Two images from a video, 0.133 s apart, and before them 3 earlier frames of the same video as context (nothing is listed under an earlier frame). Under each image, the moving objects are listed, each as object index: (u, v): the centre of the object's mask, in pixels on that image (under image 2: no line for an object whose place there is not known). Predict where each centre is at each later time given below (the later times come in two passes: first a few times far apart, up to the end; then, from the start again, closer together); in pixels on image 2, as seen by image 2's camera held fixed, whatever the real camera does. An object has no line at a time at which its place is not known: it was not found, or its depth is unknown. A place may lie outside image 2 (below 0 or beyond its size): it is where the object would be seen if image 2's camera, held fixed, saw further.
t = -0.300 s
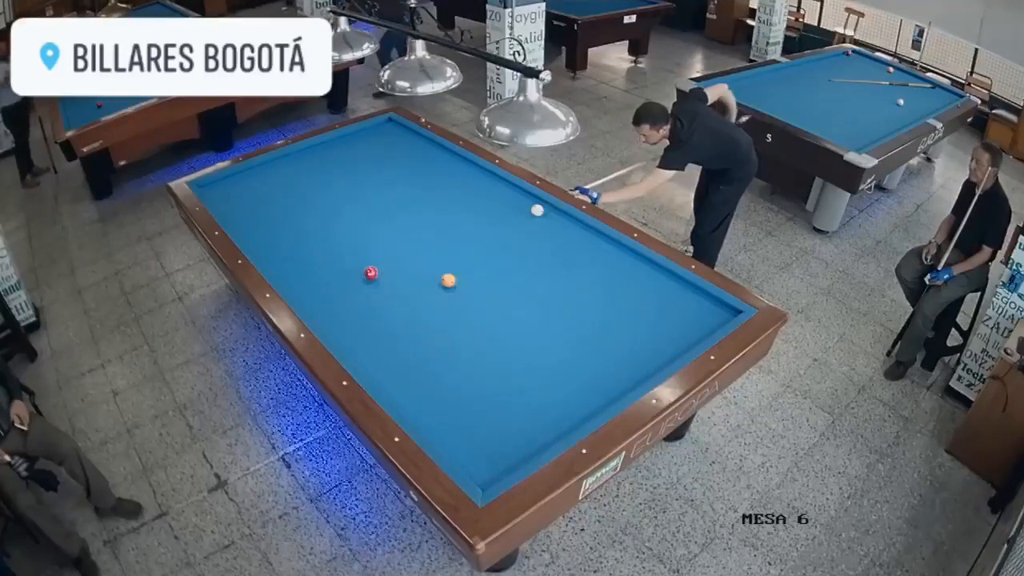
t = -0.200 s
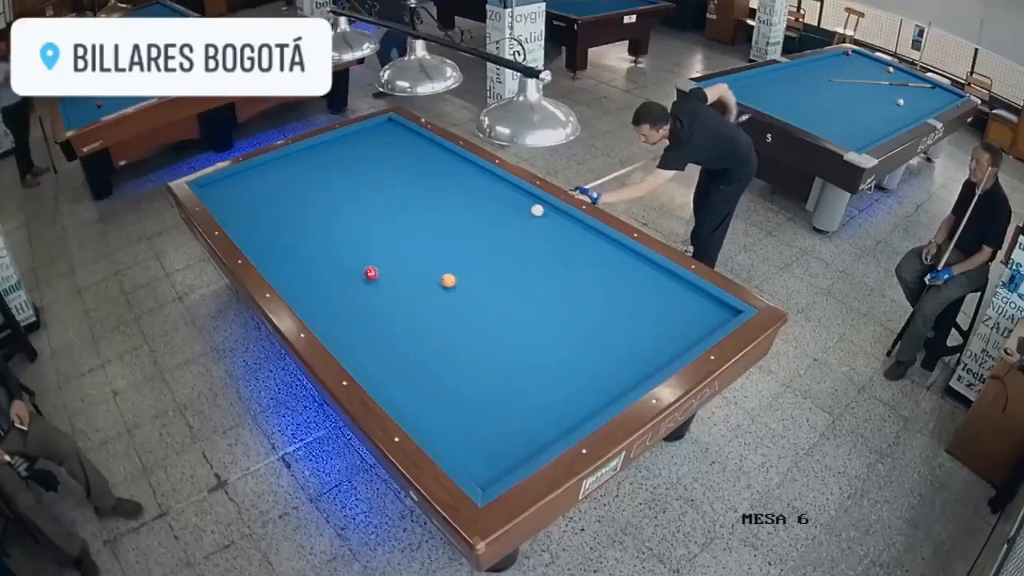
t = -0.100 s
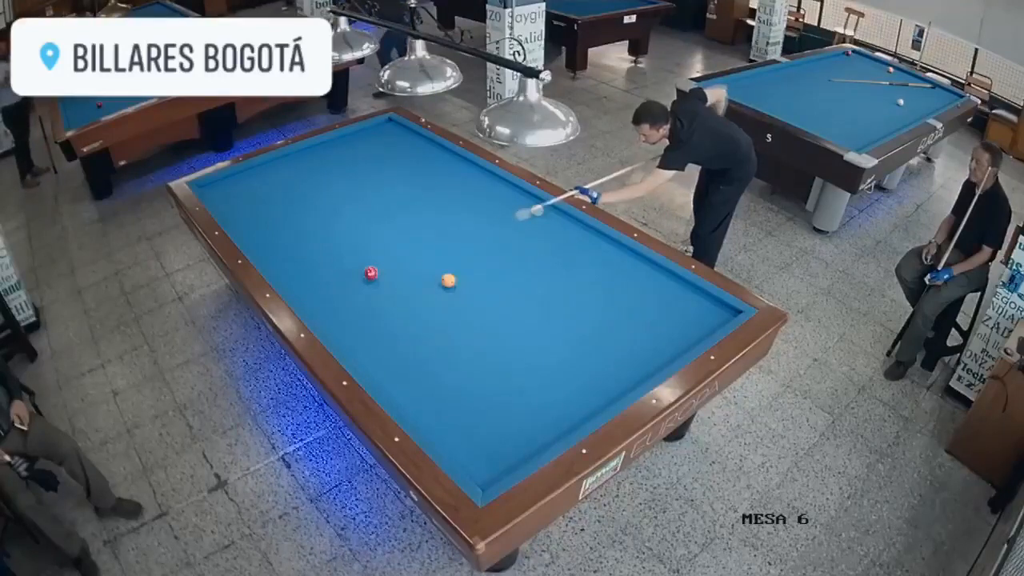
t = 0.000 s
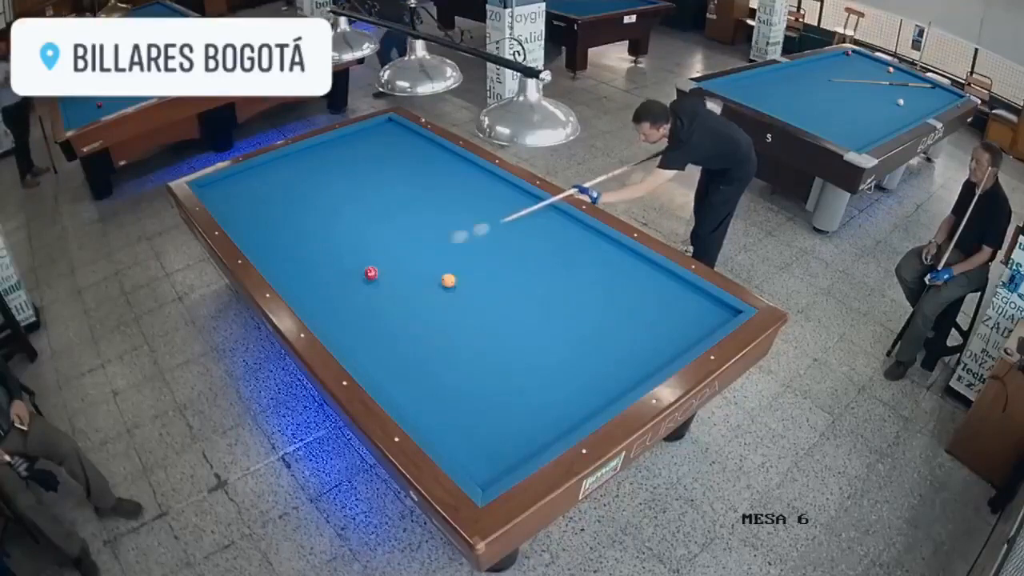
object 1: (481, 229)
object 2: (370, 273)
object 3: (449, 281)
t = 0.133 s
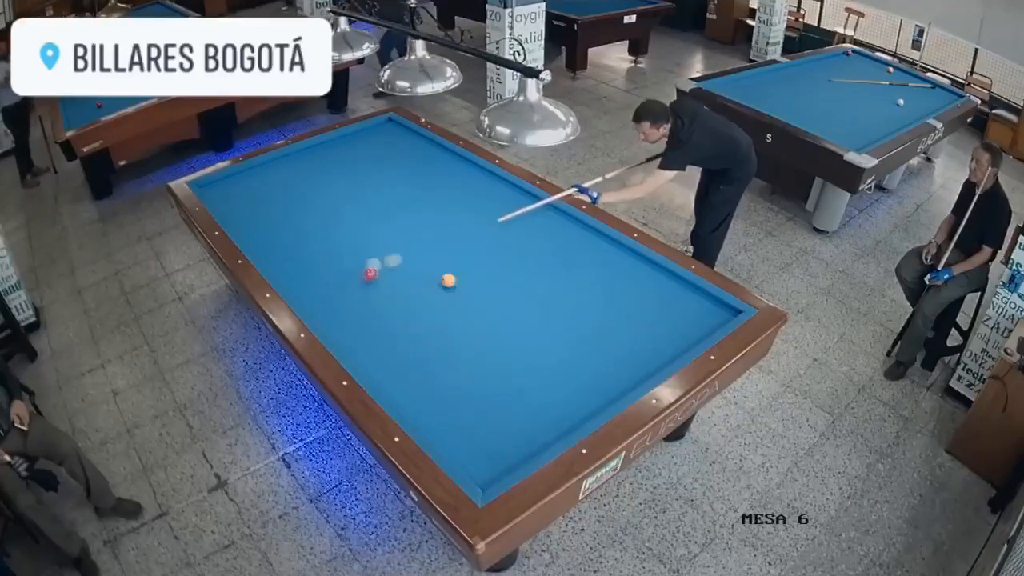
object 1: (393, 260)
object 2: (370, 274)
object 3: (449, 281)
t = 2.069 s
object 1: (461, 162)
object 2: (622, 332)
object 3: (449, 281)
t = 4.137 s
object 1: (506, 404)
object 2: (482, 446)
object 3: (449, 281)
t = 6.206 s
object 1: (450, 322)
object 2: (534, 361)
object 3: (449, 281)
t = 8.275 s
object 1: (450, 276)
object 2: (562, 321)
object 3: (442, 237)
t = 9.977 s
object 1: (450, 275)
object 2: (570, 310)
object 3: (440, 208)
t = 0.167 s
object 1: (375, 264)
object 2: (362, 283)
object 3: (449, 281)
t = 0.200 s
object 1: (361, 262)
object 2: (353, 293)
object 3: (449, 281)
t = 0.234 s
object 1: (349, 260)
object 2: (343, 305)
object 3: (449, 281)
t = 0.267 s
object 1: (337, 258)
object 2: (333, 315)
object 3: (449, 281)
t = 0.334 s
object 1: (313, 255)
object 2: (345, 321)
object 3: (449, 281)
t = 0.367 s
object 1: (301, 253)
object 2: (359, 319)
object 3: (449, 281)
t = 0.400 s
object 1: (289, 253)
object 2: (372, 317)
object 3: (449, 281)
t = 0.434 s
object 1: (277, 251)
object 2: (385, 315)
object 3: (449, 281)
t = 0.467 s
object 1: (264, 250)
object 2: (397, 313)
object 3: (449, 281)
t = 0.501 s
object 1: (260, 247)
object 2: (409, 311)
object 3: (449, 281)
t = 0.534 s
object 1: (263, 237)
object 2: (422, 309)
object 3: (449, 281)
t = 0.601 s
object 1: (266, 228)
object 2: (443, 307)
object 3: (449, 281)
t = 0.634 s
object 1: (267, 219)
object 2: (453, 305)
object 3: (449, 281)
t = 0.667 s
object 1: (268, 214)
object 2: (464, 303)
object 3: (449, 281)
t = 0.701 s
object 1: (268, 209)
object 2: (474, 302)
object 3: (449, 281)
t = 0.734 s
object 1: (269, 204)
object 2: (484, 301)
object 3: (449, 281)
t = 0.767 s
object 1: (269, 200)
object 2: (494, 299)
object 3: (449, 281)
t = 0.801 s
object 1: (270, 195)
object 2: (505, 297)
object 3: (449, 281)
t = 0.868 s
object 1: (271, 186)
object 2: (524, 294)
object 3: (449, 281)
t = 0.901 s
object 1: (271, 182)
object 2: (535, 292)
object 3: (449, 281)
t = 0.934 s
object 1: (272, 178)
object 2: (545, 291)
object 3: (449, 281)
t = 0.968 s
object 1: (272, 174)
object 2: (554, 290)
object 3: (449, 281)
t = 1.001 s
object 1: (273, 169)
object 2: (564, 288)
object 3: (449, 281)
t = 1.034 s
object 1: (273, 166)
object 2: (573, 287)
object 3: (449, 281)
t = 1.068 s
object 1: (273, 162)
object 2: (583, 286)
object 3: (449, 281)
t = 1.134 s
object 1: (278, 157)
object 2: (601, 282)
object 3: (449, 281)
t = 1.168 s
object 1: (285, 157)
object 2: (610, 281)
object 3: (449, 281)
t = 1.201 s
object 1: (293, 158)
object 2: (620, 280)
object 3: (449, 281)
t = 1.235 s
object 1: (300, 158)
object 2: (628, 279)
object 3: (449, 281)
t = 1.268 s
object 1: (307, 158)
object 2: (637, 277)
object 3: (449, 281)
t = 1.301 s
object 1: (314, 158)
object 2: (647, 275)
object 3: (449, 281)
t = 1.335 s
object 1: (320, 158)
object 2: (656, 274)
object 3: (449, 281)
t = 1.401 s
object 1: (334, 158)
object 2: (662, 275)
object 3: (449, 281)
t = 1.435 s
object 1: (340, 158)
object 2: (659, 277)
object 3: (449, 281)
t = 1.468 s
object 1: (347, 158)
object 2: (657, 281)
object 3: (449, 281)
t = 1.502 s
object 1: (353, 158)
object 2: (654, 284)
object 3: (449, 281)
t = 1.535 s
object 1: (360, 158)
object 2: (651, 287)
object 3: (449, 281)
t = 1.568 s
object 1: (367, 158)
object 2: (650, 290)
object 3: (449, 281)
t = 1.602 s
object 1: (373, 158)
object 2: (648, 292)
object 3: (449, 281)
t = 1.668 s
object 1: (387, 158)
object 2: (644, 298)
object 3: (449, 281)
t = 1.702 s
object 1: (394, 158)
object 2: (642, 300)
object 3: (449, 281)
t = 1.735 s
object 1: (400, 158)
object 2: (640, 303)
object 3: (449, 281)
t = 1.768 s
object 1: (407, 158)
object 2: (638, 306)
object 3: (449, 281)
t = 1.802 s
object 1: (414, 158)
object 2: (637, 309)
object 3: (449, 281)
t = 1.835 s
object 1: (421, 158)
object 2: (635, 311)
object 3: (449, 281)
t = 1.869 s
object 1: (428, 158)
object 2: (633, 315)
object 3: (449, 281)
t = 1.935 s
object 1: (442, 159)
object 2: (629, 320)
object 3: (449, 281)
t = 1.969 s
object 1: (449, 159)
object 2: (628, 323)
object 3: (449, 281)
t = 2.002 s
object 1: (455, 159)
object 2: (626, 326)
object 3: (449, 281)
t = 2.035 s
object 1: (460, 160)
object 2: (624, 329)
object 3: (449, 281)
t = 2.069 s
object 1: (461, 162)
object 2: (622, 332)
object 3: (449, 281)
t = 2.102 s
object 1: (461, 165)
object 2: (620, 335)
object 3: (449, 281)
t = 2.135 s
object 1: (461, 167)
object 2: (618, 338)
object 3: (449, 281)
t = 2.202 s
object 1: (462, 173)
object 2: (614, 344)
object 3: (449, 281)
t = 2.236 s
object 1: (462, 175)
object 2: (612, 348)
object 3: (449, 281)
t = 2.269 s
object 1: (463, 177)
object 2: (611, 351)
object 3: (449, 281)
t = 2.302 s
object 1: (463, 180)
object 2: (608, 354)
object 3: (449, 281)
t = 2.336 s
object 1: (464, 183)
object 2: (606, 357)
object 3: (449, 281)
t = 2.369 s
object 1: (464, 186)
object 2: (604, 360)
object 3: (449, 281)
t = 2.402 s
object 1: (465, 188)
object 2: (602, 364)
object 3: (449, 281)
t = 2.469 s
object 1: (466, 194)
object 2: (598, 370)
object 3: (449, 281)
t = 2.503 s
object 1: (466, 197)
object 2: (596, 374)
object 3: (449, 281)
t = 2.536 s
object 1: (467, 200)
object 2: (594, 377)
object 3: (449, 281)
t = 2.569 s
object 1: (467, 203)
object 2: (592, 380)
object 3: (449, 281)
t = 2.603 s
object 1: (468, 206)
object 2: (589, 384)
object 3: (449, 281)
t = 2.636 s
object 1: (469, 209)
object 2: (587, 388)
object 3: (449, 281)
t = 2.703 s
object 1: (469, 215)
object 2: (583, 394)
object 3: (449, 281)
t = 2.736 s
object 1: (470, 218)
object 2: (580, 398)
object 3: (449, 281)
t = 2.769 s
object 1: (471, 221)
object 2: (579, 402)
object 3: (449, 281)
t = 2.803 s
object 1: (471, 225)
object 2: (576, 405)
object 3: (449, 281)
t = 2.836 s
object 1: (472, 228)
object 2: (573, 409)
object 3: (449, 281)
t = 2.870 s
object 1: (472, 231)
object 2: (571, 413)
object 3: (449, 281)
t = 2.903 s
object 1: (473, 235)
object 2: (569, 417)
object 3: (449, 281)
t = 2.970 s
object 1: (474, 242)
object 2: (564, 424)
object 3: (449, 281)
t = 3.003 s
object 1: (475, 245)
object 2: (561, 428)
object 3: (449, 281)
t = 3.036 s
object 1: (476, 249)
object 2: (559, 431)
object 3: (449, 281)
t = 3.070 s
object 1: (476, 253)
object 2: (555, 434)
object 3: (449, 281)
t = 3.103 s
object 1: (477, 256)
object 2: (552, 436)
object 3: (449, 281)
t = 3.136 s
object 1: (478, 260)
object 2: (548, 438)
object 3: (449, 281)
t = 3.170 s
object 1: (478, 264)
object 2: (544, 440)
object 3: (449, 281)
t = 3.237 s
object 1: (480, 272)
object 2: (536, 443)
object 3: (449, 281)
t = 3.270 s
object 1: (481, 276)
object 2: (533, 445)
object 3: (449, 281)
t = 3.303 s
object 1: (481, 280)
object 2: (528, 447)
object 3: (449, 281)
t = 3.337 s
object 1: (482, 284)
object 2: (524, 448)
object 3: (449, 281)
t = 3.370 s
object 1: (483, 288)
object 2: (520, 450)
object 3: (449, 281)
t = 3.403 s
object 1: (484, 292)
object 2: (515, 451)
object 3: (449, 281)
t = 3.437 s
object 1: (485, 297)
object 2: (511, 453)
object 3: (449, 281)
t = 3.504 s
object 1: (486, 306)
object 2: (503, 456)
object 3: (449, 281)
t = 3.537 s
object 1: (487, 310)
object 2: (499, 457)
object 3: (449, 281)
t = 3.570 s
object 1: (488, 315)
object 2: (495, 458)
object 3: (449, 281)
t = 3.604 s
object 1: (489, 320)
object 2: (491, 460)
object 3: (449, 281)
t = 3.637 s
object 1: (490, 324)
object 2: (486, 461)
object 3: (449, 281)
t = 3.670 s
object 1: (491, 329)
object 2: (482, 463)
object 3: (449, 281)
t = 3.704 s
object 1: (492, 334)
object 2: (478, 464)
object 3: (449, 281)
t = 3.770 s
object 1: (494, 344)
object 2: (471, 467)
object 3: (449, 281)
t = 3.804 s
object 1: (495, 349)
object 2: (471, 466)
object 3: (449, 281)
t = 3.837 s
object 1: (496, 354)
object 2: (472, 464)
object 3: (449, 281)
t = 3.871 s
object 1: (497, 359)
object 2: (472, 462)
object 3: (449, 281)
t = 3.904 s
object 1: (498, 365)
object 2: (474, 460)
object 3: (449, 281)
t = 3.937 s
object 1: (499, 370)
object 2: (475, 458)
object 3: (449, 281)
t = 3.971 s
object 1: (500, 376)
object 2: (476, 455)
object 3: (449, 281)
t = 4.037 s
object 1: (502, 387)
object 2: (478, 451)
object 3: (449, 281)
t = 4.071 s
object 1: (503, 393)
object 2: (480, 450)
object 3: (449, 281)
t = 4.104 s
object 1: (505, 399)
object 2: (481, 448)
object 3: (449, 281)
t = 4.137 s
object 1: (506, 404)
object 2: (482, 446)
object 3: (449, 281)
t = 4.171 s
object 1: (507, 410)
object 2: (483, 444)
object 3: (449, 281)
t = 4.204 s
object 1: (508, 417)
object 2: (484, 442)
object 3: (449, 281)
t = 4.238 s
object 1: (510, 423)
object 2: (485, 440)
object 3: (449, 281)
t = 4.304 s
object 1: (512, 435)
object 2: (487, 437)
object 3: (449, 281)
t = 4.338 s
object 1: (514, 442)
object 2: (489, 435)
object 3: (449, 281)
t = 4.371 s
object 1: (515, 448)
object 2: (490, 433)
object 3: (449, 281)
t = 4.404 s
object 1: (516, 454)
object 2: (491, 431)
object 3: (449, 281)
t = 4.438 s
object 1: (515, 459)
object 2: (491, 430)
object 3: (449, 281)
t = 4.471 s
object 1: (510, 460)
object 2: (492, 428)
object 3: (449, 281)
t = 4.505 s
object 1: (502, 459)
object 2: (494, 427)
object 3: (449, 281)
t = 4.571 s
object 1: (489, 459)
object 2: (496, 423)
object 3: (449, 281)
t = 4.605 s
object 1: (482, 459)
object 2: (497, 421)
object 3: (449, 281)
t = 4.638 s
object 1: (476, 459)
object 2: (497, 420)
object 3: (449, 281)
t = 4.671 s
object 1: (469, 459)
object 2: (498, 419)
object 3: (449, 281)
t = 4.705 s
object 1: (463, 458)
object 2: (499, 417)
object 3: (449, 281)
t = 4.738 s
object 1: (460, 455)
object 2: (500, 415)
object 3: (449, 281)
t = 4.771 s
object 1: (460, 451)
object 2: (501, 414)
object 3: (449, 281)
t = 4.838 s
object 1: (459, 444)
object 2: (503, 411)
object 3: (449, 281)
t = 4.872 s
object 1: (459, 440)
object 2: (504, 409)
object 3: (449, 281)
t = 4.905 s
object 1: (458, 436)
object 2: (505, 408)
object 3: (449, 281)
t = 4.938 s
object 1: (458, 432)
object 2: (506, 406)
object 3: (449, 281)
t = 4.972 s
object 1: (458, 429)
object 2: (507, 405)
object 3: (449, 281)
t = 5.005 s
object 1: (457, 425)
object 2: (507, 403)
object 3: (449, 281)
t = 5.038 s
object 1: (457, 422)
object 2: (508, 402)
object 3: (449, 281)
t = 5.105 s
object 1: (457, 415)
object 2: (510, 399)
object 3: (449, 281)
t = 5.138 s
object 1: (457, 412)
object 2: (511, 398)
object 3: (449, 281)
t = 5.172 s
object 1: (456, 408)
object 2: (512, 396)
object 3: (449, 281)
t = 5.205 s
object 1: (456, 405)
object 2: (513, 395)
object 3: (449, 281)
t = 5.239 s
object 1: (456, 402)
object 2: (513, 394)
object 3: (449, 281)
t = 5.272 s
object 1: (455, 398)
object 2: (514, 392)
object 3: (449, 281)
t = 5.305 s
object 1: (455, 395)
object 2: (515, 391)
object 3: (449, 281)
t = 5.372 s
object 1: (455, 389)
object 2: (516, 388)
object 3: (449, 281)
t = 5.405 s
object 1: (454, 386)
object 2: (517, 387)
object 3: (449, 281)
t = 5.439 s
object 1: (454, 383)
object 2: (518, 386)
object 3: (449, 281)
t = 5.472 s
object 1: (454, 380)
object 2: (519, 385)
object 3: (449, 281)
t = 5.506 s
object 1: (454, 377)
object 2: (520, 384)
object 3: (449, 281)
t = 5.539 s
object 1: (453, 374)
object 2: (520, 382)
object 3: (449, 281)
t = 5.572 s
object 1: (453, 371)
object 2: (521, 381)
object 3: (449, 281)
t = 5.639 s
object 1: (453, 365)
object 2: (523, 379)
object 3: (449, 281)
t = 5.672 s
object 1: (452, 363)
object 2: (523, 378)
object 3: (449, 281)
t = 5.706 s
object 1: (452, 360)
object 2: (524, 377)
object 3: (449, 281)
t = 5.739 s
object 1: (452, 357)
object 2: (525, 375)
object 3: (449, 281)
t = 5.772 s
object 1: (452, 354)
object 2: (526, 374)
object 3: (449, 281)
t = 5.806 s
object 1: (452, 351)
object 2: (526, 373)
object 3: (449, 281)
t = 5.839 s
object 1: (452, 349)
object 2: (527, 372)
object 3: (449, 281)
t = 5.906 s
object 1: (451, 344)
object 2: (528, 370)
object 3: (449, 281)
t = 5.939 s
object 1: (451, 341)
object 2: (529, 369)
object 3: (449, 281)
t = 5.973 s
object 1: (451, 339)
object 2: (529, 367)
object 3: (449, 281)
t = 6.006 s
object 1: (451, 336)
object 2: (530, 366)
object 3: (449, 281)
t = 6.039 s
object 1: (451, 334)
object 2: (531, 366)
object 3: (449, 281)
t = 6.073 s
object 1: (450, 331)
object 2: (531, 365)
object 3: (449, 281)
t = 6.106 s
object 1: (450, 329)
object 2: (532, 364)
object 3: (449, 281)
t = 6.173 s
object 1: (450, 324)
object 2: (533, 362)
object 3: (449, 281)
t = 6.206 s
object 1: (450, 322)
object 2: (534, 361)
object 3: (449, 281)
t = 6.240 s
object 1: (450, 319)
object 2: (534, 360)
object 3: (449, 281)
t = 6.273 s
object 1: (450, 317)
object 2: (535, 359)
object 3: (449, 281)
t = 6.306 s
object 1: (450, 315)
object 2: (535, 358)
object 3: (449, 281)
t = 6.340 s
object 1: (449, 313)
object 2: (536, 357)
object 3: (449, 281)
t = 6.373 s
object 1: (449, 311)
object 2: (536, 356)
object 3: (449, 281)
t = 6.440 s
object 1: (449, 306)
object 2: (538, 354)
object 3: (449, 281)
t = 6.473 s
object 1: (449, 304)
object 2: (538, 353)
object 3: (449, 281)
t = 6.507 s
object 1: (449, 302)
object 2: (539, 353)
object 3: (449, 281)
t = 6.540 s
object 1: (449, 300)
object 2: (540, 352)
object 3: (449, 281)
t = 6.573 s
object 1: (449, 298)
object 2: (540, 351)
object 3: (449, 281)
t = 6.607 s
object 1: (448, 296)
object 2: (541, 350)
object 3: (449, 280)
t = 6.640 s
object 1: (448, 295)
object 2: (541, 349)
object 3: (449, 280)
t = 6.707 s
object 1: (448, 291)
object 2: (542, 348)
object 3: (449, 279)
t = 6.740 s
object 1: (448, 289)
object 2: (542, 347)
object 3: (448, 278)
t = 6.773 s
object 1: (448, 288)
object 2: (543, 346)
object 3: (448, 277)
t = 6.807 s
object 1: (448, 288)
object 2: (544, 345)
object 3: (448, 276)
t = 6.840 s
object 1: (448, 288)
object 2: (544, 345)
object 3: (448, 276)
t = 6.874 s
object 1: (448, 287)
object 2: (545, 344)
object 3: (448, 275)
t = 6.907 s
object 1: (448, 287)
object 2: (545, 343)
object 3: (448, 274)
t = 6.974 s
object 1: (448, 286)
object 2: (546, 342)
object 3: (448, 272)
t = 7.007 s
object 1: (448, 285)
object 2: (547, 341)
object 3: (448, 271)
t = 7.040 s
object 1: (448, 285)
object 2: (547, 340)
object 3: (447, 271)
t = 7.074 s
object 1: (448, 284)
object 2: (548, 339)
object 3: (447, 269)
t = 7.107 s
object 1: (448, 284)
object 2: (548, 339)
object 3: (447, 268)
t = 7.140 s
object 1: (448, 284)
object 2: (549, 338)
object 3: (447, 267)
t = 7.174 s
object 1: (448, 283)
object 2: (549, 338)
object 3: (447, 267)
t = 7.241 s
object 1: (449, 283)
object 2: (550, 336)
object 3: (446, 264)
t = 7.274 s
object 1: (449, 283)
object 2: (550, 336)
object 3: (446, 263)
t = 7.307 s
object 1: (449, 282)
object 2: (551, 335)
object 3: (446, 261)
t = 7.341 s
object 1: (449, 282)
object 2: (551, 335)
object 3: (446, 261)
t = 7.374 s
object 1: (449, 282)
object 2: (552, 334)
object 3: (446, 261)
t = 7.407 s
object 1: (449, 281)
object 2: (552, 334)
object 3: (446, 260)
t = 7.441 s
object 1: (449, 281)
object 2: (552, 333)
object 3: (446, 259)
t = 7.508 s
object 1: (449, 281)
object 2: (553, 332)
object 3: (445, 256)
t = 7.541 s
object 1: (449, 280)
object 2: (554, 331)
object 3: (445, 255)
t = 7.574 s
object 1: (449, 280)
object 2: (554, 331)
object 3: (445, 256)
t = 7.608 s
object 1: (449, 280)
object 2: (554, 330)
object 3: (445, 253)
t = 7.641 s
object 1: (449, 280)
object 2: (555, 330)
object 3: (444, 252)
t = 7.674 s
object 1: (449, 279)
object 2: (555, 329)
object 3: (444, 251)
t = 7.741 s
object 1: (449, 279)
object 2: (556, 328)
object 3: (444, 250)
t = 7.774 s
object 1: (449, 279)
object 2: (557, 328)
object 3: (444, 249)
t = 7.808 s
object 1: (449, 279)
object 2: (557, 327)
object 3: (444, 248)
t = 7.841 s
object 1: (449, 278)
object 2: (557, 327)
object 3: (444, 247)
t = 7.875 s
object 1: (450, 278)
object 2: (558, 326)
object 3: (443, 246)
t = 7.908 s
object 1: (450, 278)
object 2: (558, 326)
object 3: (443, 245)
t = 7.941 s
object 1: (450, 278)
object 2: (558, 325)
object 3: (443, 245)
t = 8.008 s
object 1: (450, 278)
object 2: (559, 324)
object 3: (443, 243)
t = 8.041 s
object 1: (450, 278)
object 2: (560, 324)
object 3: (443, 242)
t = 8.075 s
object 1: (450, 277)
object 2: (560, 324)
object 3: (443, 241)
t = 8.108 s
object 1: (450, 277)
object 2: (561, 323)
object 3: (443, 241)
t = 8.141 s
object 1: (450, 277)
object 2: (561, 323)
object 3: (443, 240)
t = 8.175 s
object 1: (450, 277)
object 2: (561, 322)
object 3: (443, 239)
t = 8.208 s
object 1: (450, 277)
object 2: (561, 322)
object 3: (443, 238)
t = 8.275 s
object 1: (450, 276)
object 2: (562, 321)
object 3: (442, 237)
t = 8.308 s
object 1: (450, 276)
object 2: (562, 321)
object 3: (442, 236)
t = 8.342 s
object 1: (450, 276)
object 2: (563, 320)
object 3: (442, 236)
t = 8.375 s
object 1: (450, 276)
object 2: (563, 320)
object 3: (442, 235)
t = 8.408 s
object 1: (450, 276)
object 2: (563, 320)
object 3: (442, 234)
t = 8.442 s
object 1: (450, 276)
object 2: (564, 319)
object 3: (442, 234)
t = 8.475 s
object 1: (450, 276)
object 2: (564, 319)
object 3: (442, 233)
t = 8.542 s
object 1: (450, 276)
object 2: (564, 318)
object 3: (442, 232)
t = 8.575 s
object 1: (450, 276)
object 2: (565, 318)
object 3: (442, 231)
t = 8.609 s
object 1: (450, 275)
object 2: (565, 317)
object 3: (442, 230)
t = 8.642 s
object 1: (450, 275)
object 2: (565, 317)
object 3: (442, 229)
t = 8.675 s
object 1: (450, 275)
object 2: (565, 317)
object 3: (442, 229)
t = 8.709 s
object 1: (450, 275)
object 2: (566, 317)
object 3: (441, 228)
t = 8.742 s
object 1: (450, 275)
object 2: (566, 316)
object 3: (441, 228)
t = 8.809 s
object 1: (450, 275)
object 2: (566, 316)
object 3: (441, 226)
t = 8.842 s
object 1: (450, 275)
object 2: (566, 315)
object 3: (441, 225)
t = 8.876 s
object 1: (450, 275)
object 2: (566, 315)
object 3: (441, 225)
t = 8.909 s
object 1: (450, 275)
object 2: (567, 315)
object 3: (441, 224)
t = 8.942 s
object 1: (450, 275)
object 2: (567, 315)
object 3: (441, 224)
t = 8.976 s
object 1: (450, 275)
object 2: (567, 314)
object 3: (441, 223)
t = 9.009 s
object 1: (450, 275)
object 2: (567, 314)
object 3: (441, 223)
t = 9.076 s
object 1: (450, 275)
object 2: (568, 314)
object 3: (441, 221)
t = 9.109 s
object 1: (450, 275)
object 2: (568, 313)
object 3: (441, 220)
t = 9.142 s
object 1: (450, 274)
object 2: (568, 313)
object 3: (441, 220)
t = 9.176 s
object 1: (450, 274)
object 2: (568, 313)
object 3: (441, 220)
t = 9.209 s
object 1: (450, 274)
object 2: (568, 313)
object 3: (441, 219)
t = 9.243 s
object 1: (450, 274)
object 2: (568, 312)
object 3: (441, 219)
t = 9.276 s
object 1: (450, 274)
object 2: (568, 312)
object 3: (441, 218)
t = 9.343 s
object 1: (450, 274)
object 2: (569, 312)
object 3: (441, 217)
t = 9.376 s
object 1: (450, 274)
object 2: (569, 312)
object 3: (441, 217)
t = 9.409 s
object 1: (450, 274)
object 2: (569, 312)
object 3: (441, 216)
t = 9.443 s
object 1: (450, 274)
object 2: (569, 311)
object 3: (441, 216)
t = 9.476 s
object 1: (450, 274)
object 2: (569, 311)
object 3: (440, 215)
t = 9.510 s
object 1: (450, 274)
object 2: (569, 311)
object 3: (440, 214)
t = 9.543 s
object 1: (450, 275)
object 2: (569, 311)
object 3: (440, 214)
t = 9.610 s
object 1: (450, 275)
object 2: (570, 311)
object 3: (440, 213)
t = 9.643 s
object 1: (450, 275)
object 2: (570, 311)
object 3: (440, 212)
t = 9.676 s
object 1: (450, 275)
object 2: (570, 311)
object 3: (440, 212)
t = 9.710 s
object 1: (450, 275)
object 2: (570, 311)
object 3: (440, 211)
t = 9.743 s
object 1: (450, 275)
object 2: (570, 310)
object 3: (441, 211)
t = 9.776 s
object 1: (450, 275)
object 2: (570, 311)
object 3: (440, 211)
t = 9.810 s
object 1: (450, 275)
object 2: (570, 311)
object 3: (440, 210)
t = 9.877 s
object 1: (450, 275)
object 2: (570, 310)
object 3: (440, 209)
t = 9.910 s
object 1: (450, 275)
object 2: (570, 310)
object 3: (440, 209)
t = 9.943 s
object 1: (450, 275)
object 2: (570, 310)
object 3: (440, 208)
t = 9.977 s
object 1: (450, 275)
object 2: (570, 310)
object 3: (440, 208)
